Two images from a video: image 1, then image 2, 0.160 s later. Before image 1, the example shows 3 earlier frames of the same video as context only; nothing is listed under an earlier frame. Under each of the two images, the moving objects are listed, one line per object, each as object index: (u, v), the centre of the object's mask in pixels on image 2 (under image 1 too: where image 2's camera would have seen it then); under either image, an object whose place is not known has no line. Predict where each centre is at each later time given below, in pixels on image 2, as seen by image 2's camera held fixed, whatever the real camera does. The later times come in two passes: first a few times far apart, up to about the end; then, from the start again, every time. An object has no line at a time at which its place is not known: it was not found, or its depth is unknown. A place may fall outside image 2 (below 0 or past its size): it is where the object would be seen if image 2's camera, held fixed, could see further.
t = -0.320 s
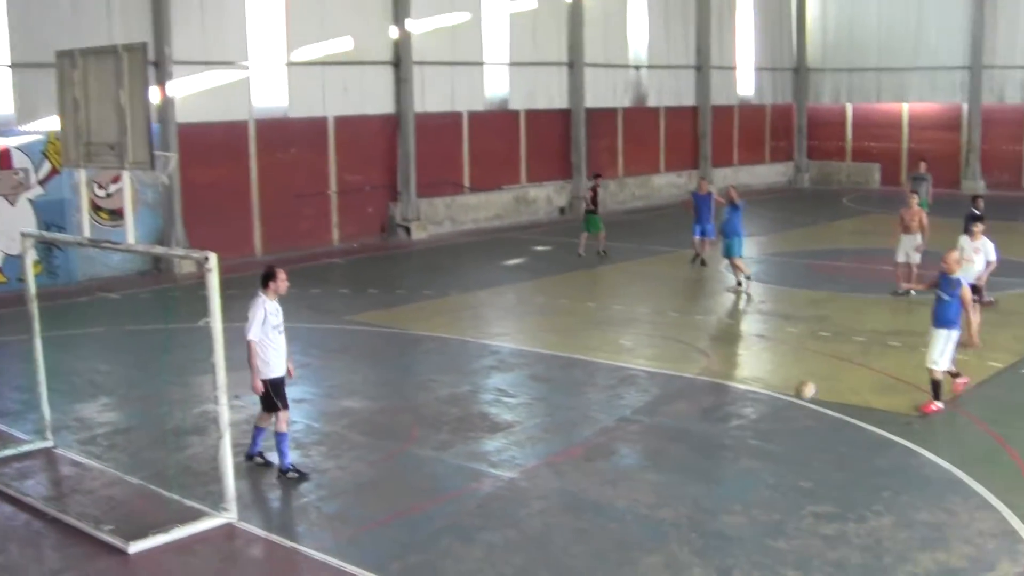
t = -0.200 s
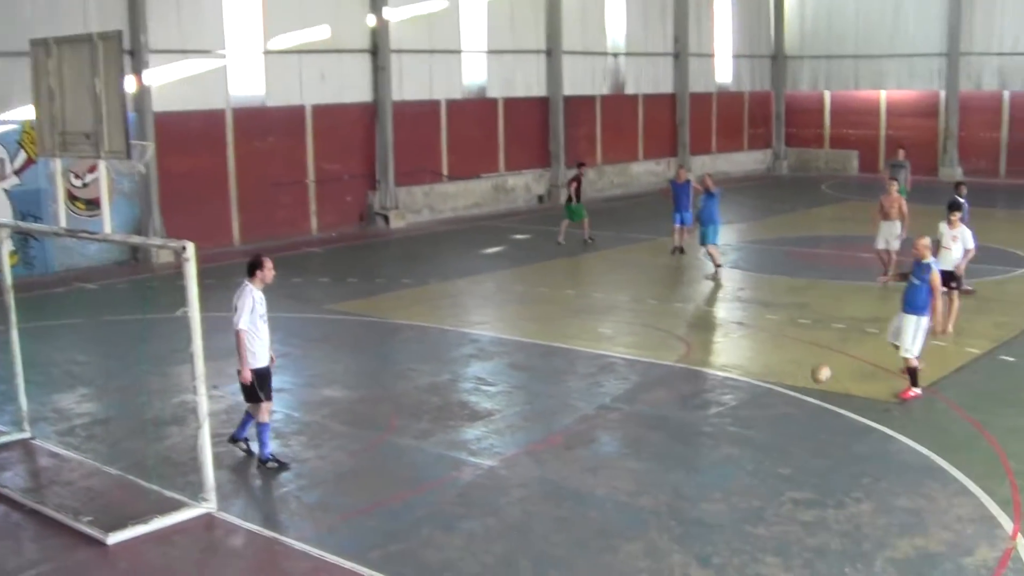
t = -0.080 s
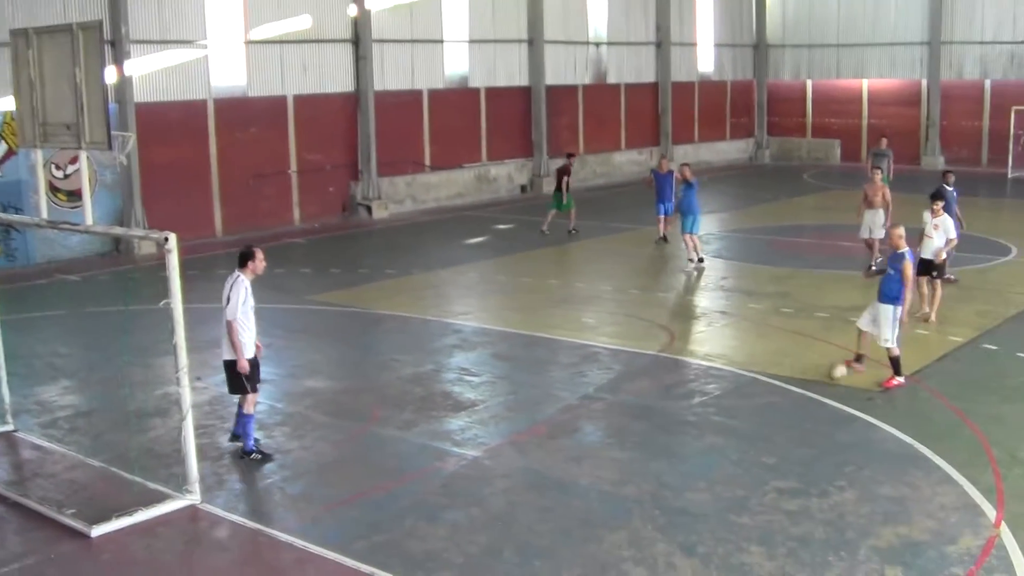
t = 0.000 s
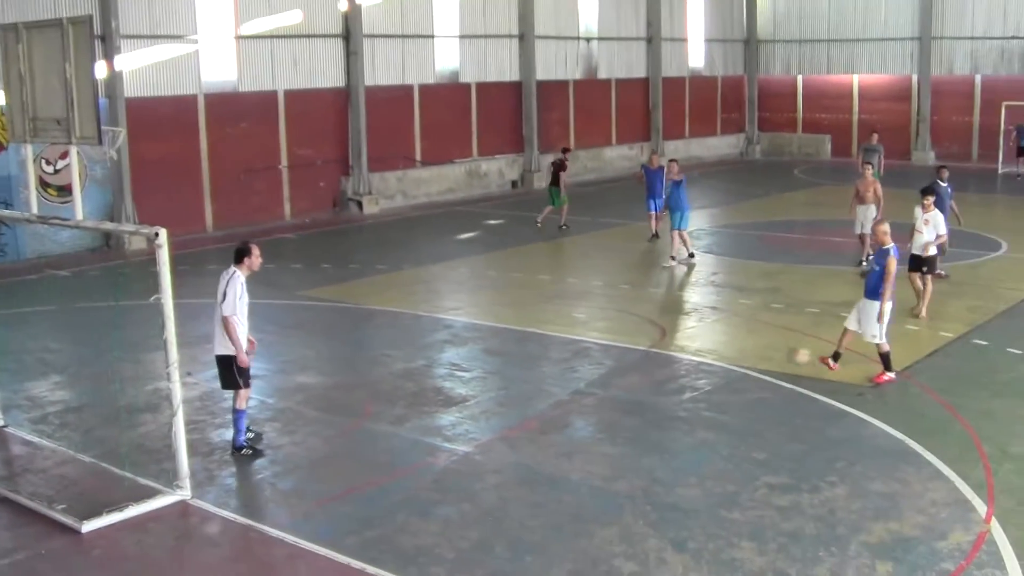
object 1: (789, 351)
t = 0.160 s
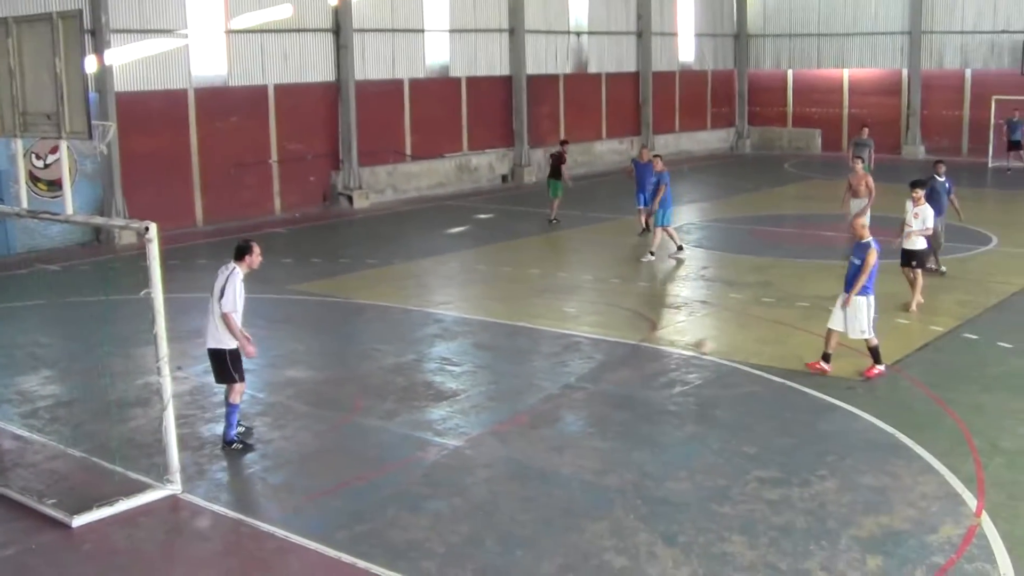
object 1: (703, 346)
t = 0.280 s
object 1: (642, 359)
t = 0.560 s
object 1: (532, 371)
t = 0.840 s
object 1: (453, 374)
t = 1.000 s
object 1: (414, 377)
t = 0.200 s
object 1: (682, 348)
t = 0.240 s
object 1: (662, 353)
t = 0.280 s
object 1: (642, 359)
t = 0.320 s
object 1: (619, 367)
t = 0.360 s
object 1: (600, 370)
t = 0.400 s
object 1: (586, 367)
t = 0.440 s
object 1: (573, 366)
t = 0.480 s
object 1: (558, 365)
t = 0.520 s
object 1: (546, 368)
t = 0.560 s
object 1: (532, 371)
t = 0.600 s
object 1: (518, 374)
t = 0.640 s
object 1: (508, 371)
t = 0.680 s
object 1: (497, 371)
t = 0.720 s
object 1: (486, 374)
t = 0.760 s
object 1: (475, 375)
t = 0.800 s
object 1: (464, 374)
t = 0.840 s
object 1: (453, 374)
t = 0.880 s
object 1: (443, 375)
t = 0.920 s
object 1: (432, 377)
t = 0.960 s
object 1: (423, 377)
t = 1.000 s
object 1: (414, 377)
